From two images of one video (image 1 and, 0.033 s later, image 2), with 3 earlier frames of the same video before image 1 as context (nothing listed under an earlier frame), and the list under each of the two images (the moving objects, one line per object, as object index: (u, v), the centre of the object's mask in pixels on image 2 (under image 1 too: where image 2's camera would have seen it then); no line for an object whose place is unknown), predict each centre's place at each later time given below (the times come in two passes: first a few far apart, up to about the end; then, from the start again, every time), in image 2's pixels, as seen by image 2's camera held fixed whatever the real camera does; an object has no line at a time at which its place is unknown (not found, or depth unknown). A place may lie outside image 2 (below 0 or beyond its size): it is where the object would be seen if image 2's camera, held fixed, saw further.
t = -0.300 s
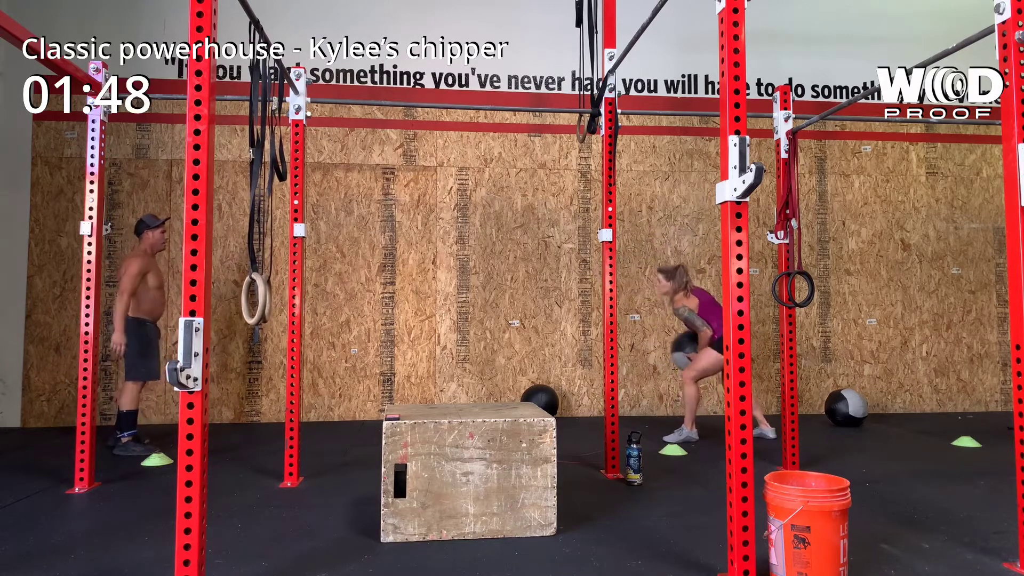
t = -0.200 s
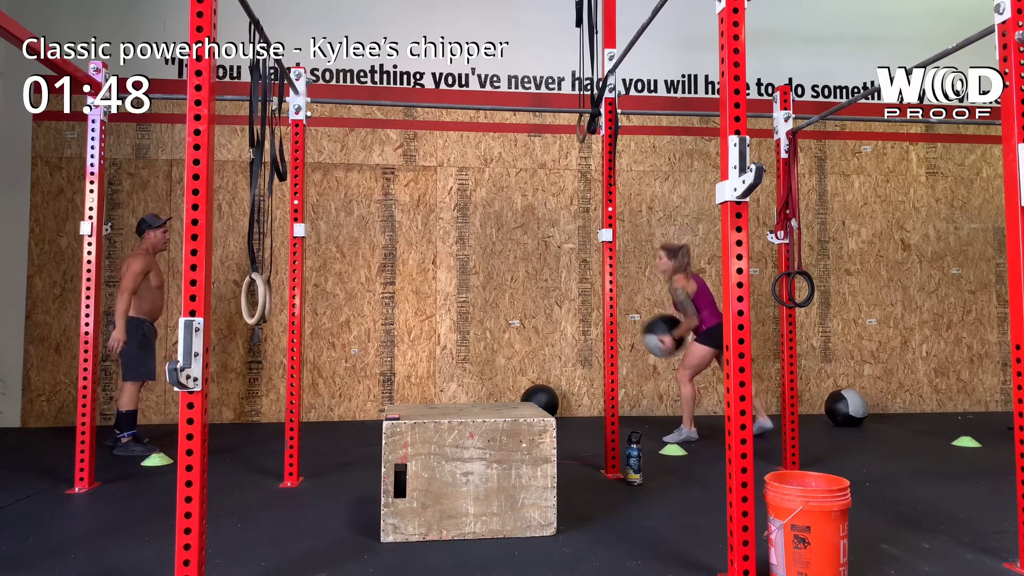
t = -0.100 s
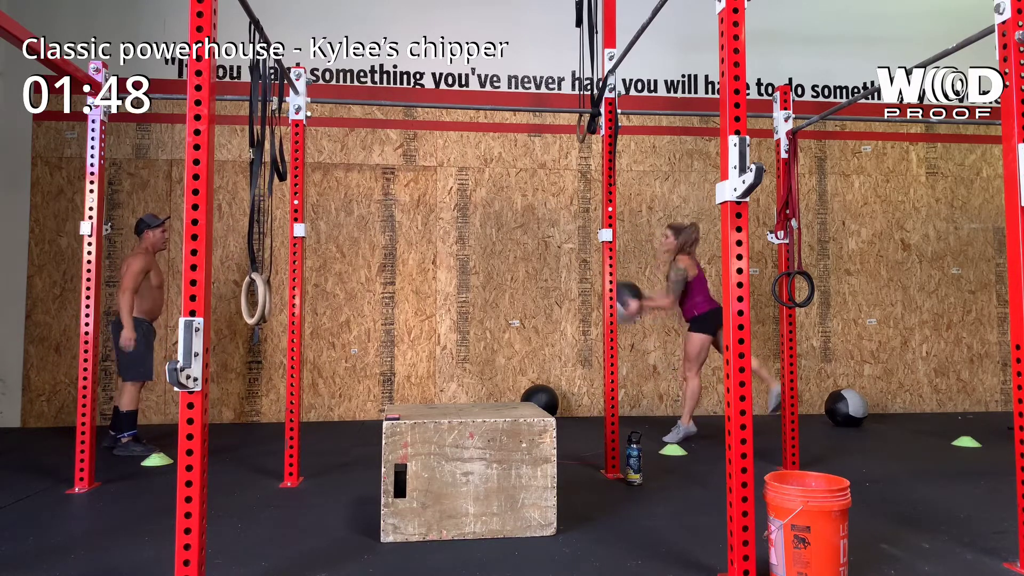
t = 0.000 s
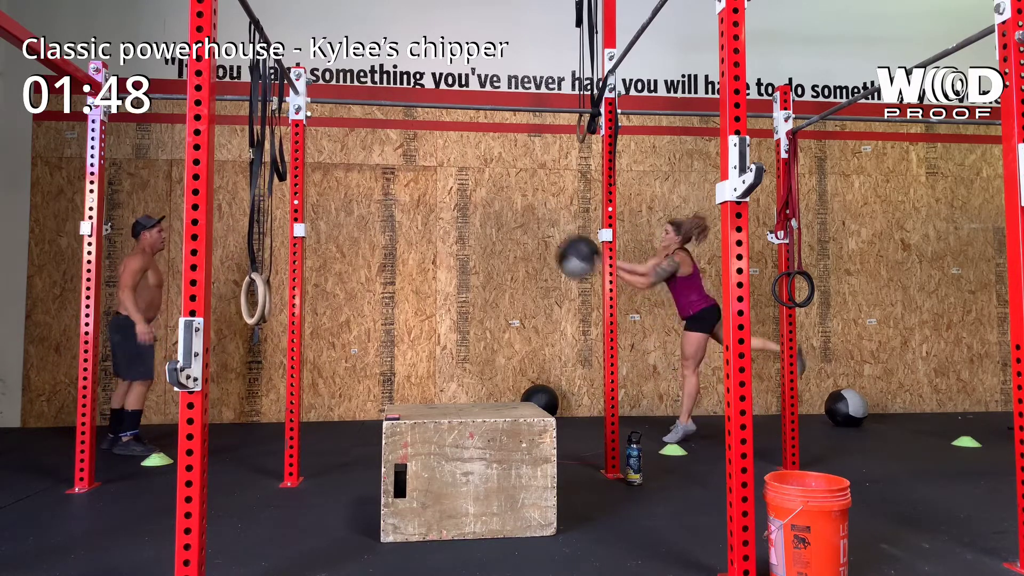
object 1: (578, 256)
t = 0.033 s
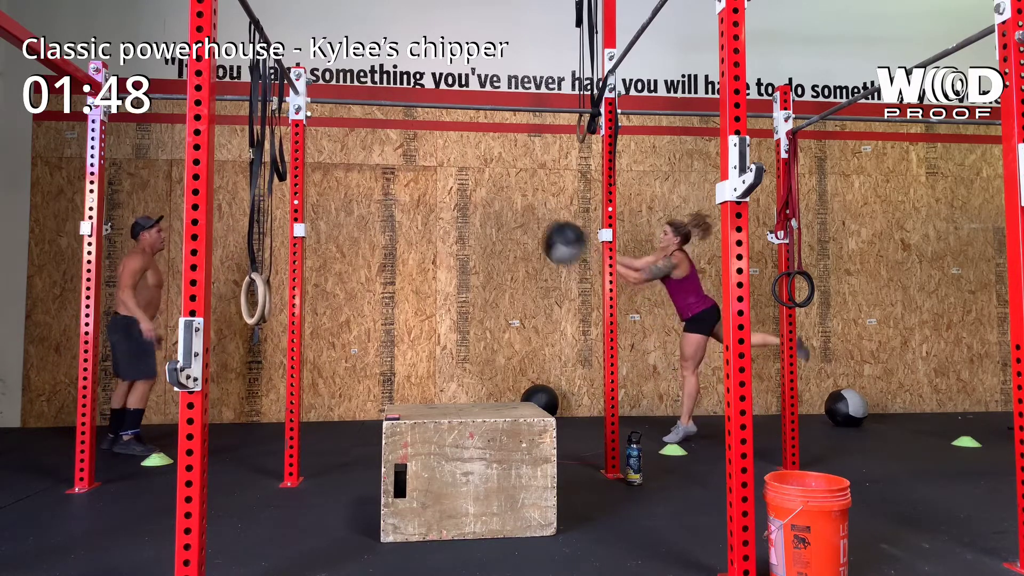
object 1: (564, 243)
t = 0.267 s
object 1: (460, 178)
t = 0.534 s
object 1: (330, 182)
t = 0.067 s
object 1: (549, 229)
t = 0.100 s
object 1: (535, 218)
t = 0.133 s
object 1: (521, 208)
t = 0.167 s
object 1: (506, 198)
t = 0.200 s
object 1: (490, 190)
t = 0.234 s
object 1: (475, 183)
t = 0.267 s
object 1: (460, 178)
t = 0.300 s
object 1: (445, 174)
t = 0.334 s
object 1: (429, 171)
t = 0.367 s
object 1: (413, 168)
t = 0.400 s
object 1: (397, 169)
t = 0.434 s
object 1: (381, 170)
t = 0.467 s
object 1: (364, 172)
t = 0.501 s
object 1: (347, 176)
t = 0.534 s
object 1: (330, 182)
